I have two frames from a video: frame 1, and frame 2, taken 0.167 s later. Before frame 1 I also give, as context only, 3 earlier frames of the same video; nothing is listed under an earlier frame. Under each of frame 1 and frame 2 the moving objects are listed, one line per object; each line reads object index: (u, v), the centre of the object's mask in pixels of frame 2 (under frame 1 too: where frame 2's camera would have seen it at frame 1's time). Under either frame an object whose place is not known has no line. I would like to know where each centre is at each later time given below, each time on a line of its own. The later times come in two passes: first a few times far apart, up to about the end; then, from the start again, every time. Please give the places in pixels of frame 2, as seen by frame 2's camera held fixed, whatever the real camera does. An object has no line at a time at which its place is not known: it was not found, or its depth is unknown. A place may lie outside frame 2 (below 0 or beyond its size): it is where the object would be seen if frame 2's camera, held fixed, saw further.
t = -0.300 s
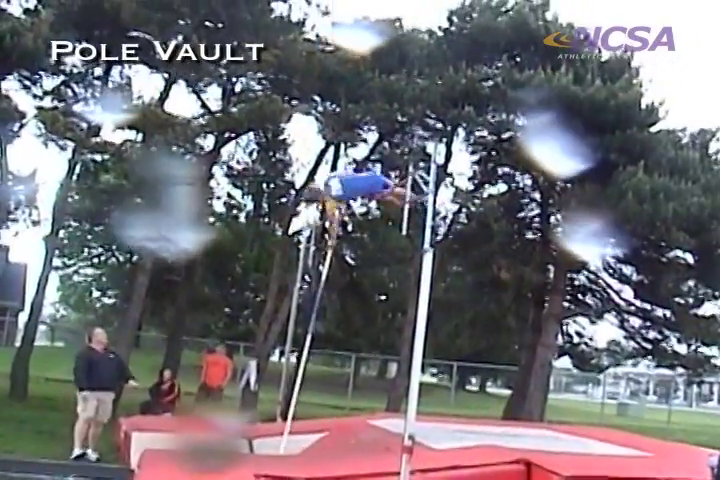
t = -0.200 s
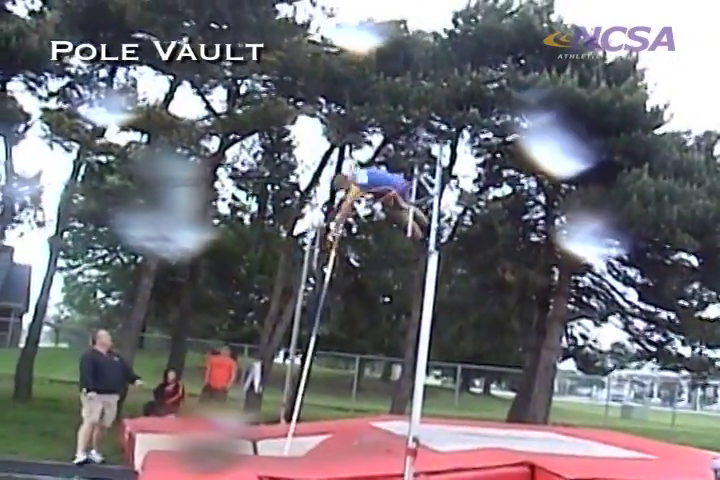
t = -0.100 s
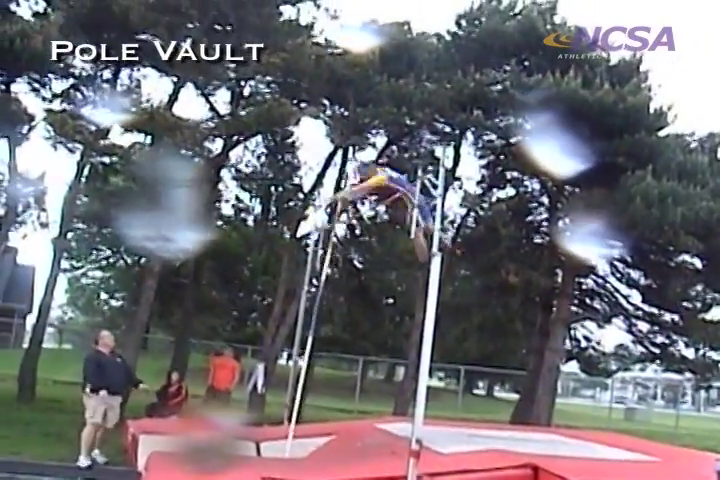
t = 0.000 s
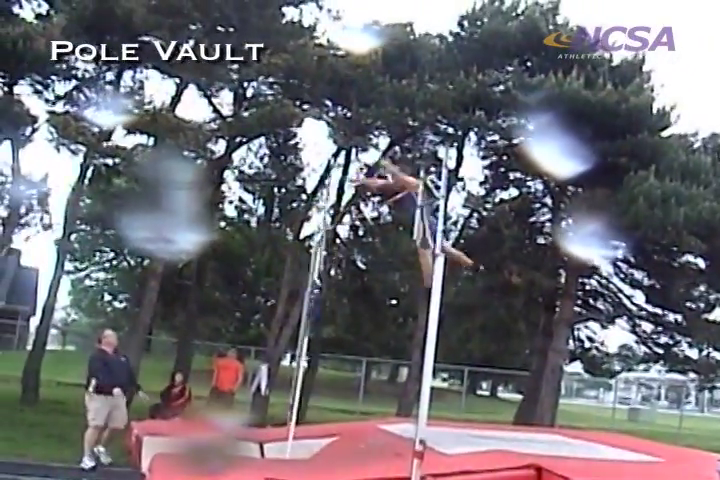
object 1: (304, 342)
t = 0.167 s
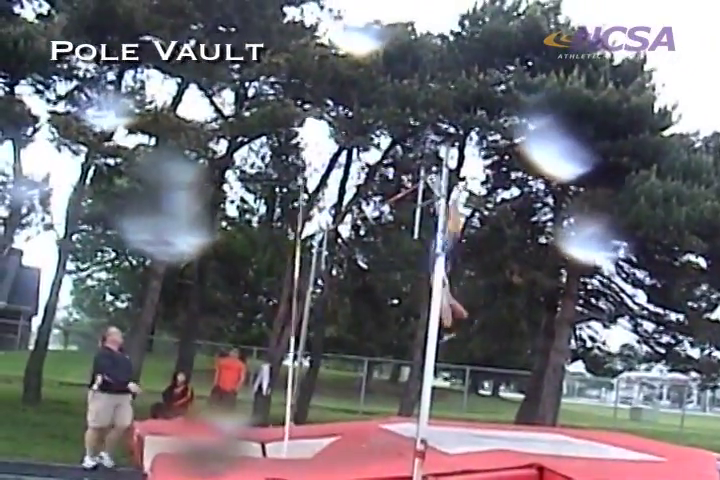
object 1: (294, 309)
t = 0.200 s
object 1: (290, 311)
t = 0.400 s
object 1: (267, 315)
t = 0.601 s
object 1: (236, 325)
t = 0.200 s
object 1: (290, 311)
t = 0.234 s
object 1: (286, 306)
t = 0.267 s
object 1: (283, 302)
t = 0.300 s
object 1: (279, 305)
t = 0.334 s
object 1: (275, 307)
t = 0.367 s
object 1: (271, 309)
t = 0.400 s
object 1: (267, 315)
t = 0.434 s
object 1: (263, 326)
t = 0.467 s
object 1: (259, 328)
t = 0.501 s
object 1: (251, 308)
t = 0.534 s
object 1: (249, 326)
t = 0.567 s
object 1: (241, 314)
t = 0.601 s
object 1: (236, 325)
